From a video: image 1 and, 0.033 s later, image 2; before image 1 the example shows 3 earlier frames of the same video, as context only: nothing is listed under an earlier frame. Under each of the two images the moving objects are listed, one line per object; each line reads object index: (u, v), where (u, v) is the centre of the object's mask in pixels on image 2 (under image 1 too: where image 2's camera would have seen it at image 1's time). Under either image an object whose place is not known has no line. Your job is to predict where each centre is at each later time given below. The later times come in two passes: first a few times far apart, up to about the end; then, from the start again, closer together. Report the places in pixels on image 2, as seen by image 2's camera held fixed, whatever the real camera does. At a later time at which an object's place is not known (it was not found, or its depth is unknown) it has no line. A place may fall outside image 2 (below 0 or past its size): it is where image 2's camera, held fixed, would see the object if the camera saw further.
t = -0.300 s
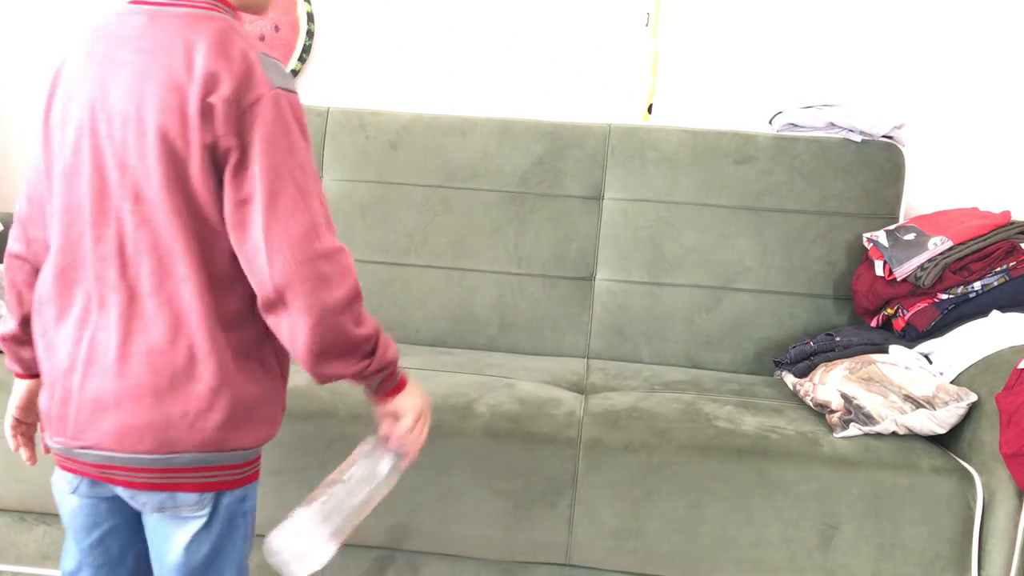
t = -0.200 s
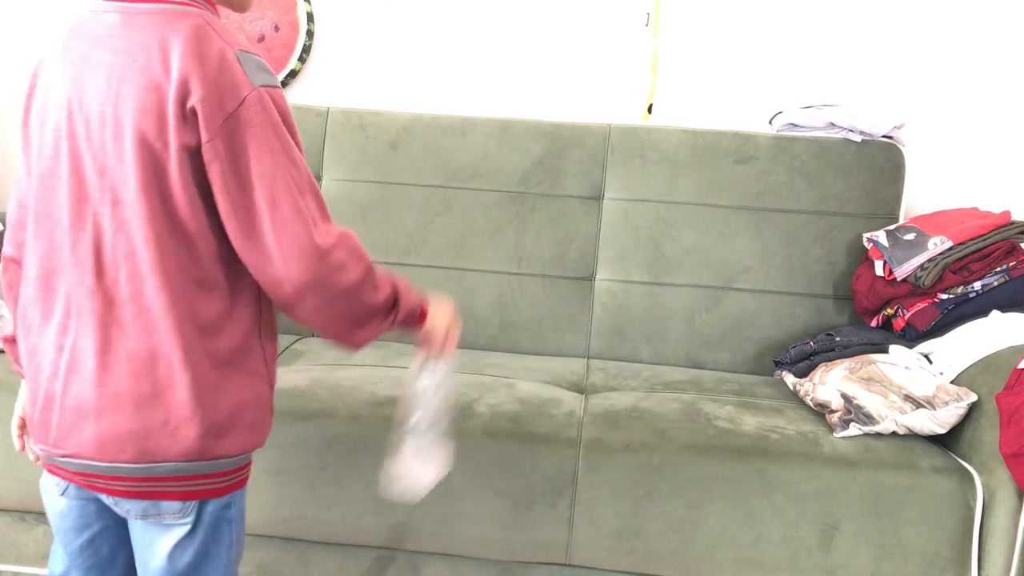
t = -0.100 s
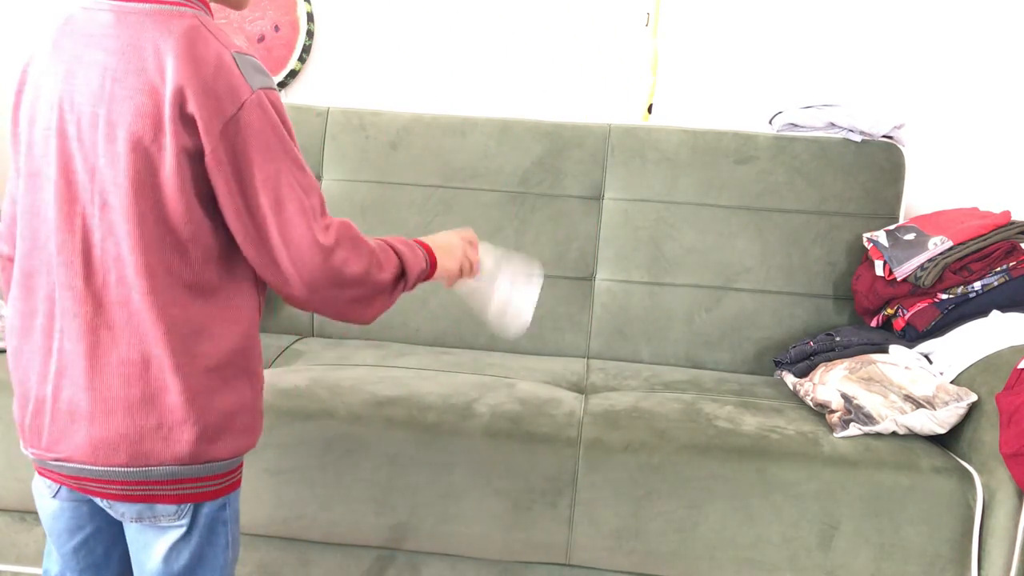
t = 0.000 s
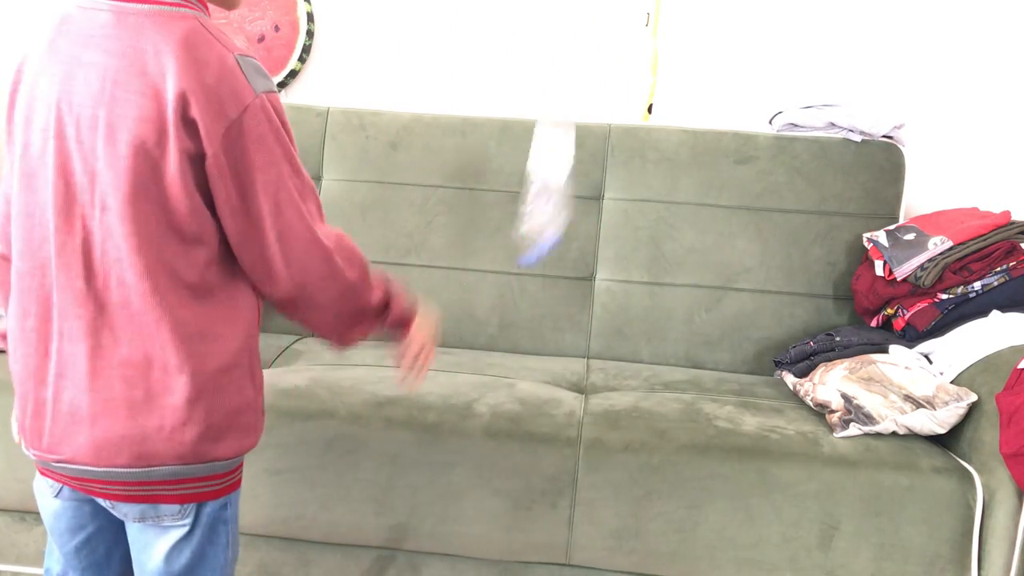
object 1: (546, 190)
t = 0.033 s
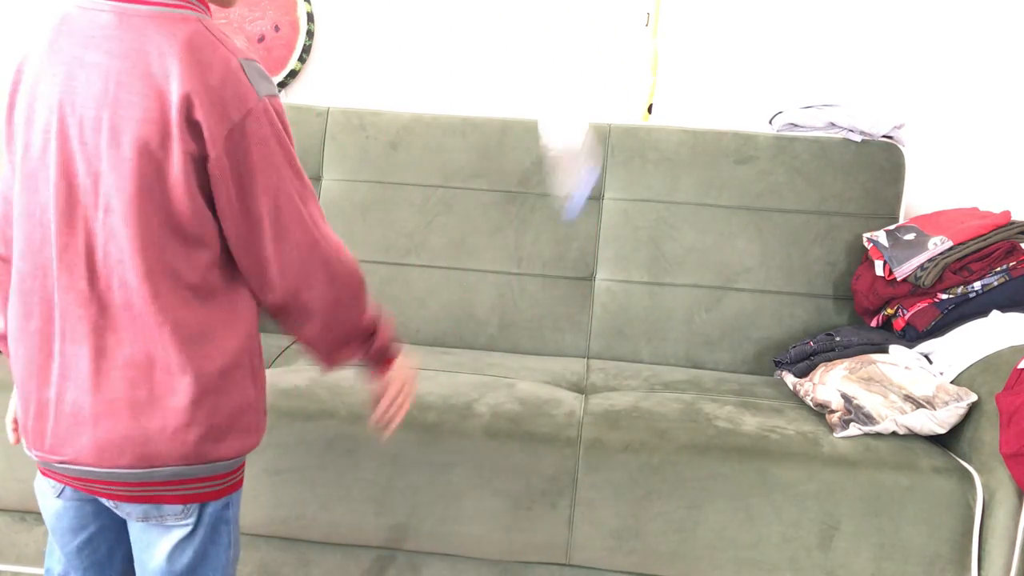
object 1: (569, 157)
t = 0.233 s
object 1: (617, 125)
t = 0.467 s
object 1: (633, 309)
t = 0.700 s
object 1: (670, 357)
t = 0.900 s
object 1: (672, 355)
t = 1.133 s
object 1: (673, 354)
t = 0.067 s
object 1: (592, 137)
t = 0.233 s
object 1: (617, 125)
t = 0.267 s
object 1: (625, 134)
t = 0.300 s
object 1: (626, 144)
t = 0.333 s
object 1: (622, 157)
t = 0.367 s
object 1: (624, 188)
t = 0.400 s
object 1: (626, 230)
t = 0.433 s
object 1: (628, 273)
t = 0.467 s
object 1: (633, 309)
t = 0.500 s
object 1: (641, 324)
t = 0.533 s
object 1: (660, 333)
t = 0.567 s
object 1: (669, 352)
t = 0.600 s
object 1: (670, 357)
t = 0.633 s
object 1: (670, 357)
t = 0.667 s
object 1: (670, 357)
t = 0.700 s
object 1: (670, 357)
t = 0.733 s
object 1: (670, 357)
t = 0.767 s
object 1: (670, 357)
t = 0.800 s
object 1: (670, 357)
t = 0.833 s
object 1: (671, 356)
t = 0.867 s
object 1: (671, 356)
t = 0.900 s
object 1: (672, 355)
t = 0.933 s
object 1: (672, 355)
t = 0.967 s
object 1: (672, 355)
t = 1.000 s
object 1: (672, 354)
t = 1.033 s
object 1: (673, 354)
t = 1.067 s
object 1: (673, 354)
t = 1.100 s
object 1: (673, 354)
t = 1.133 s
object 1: (673, 354)
